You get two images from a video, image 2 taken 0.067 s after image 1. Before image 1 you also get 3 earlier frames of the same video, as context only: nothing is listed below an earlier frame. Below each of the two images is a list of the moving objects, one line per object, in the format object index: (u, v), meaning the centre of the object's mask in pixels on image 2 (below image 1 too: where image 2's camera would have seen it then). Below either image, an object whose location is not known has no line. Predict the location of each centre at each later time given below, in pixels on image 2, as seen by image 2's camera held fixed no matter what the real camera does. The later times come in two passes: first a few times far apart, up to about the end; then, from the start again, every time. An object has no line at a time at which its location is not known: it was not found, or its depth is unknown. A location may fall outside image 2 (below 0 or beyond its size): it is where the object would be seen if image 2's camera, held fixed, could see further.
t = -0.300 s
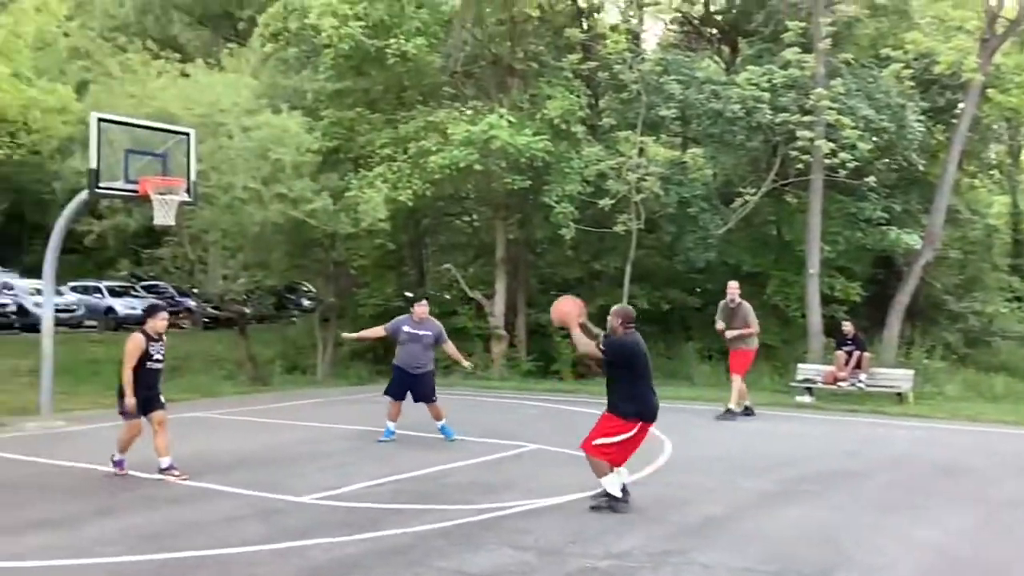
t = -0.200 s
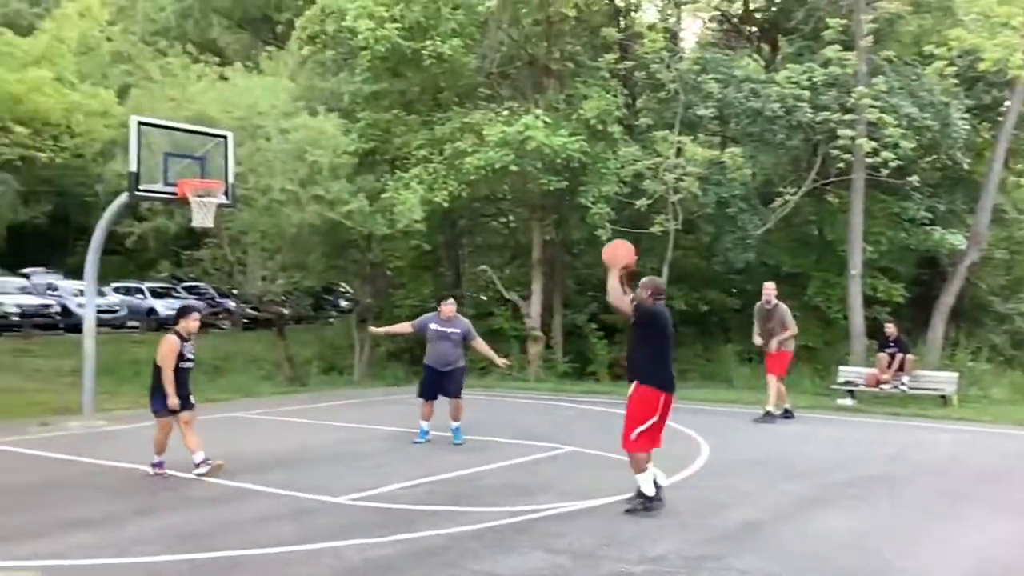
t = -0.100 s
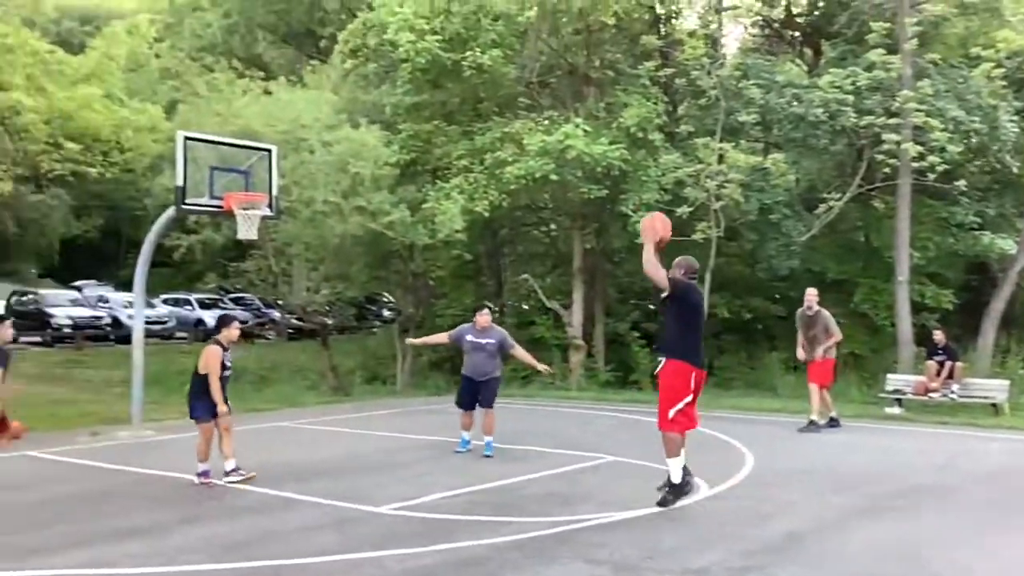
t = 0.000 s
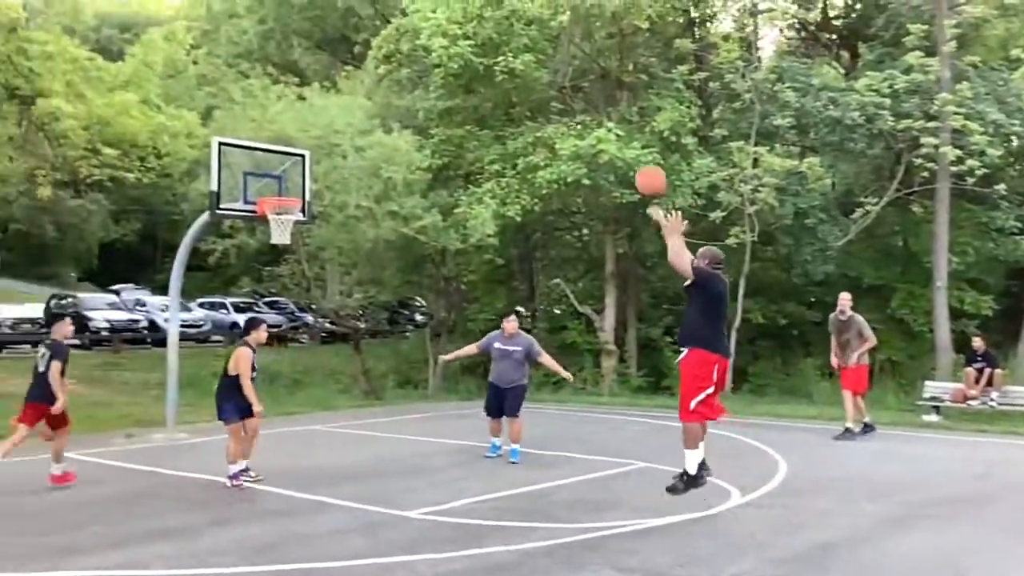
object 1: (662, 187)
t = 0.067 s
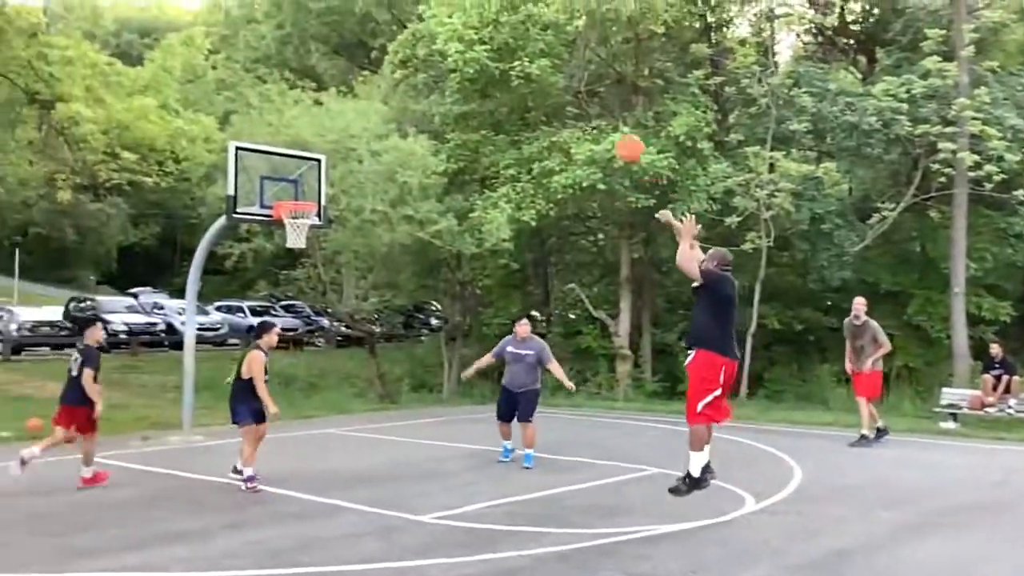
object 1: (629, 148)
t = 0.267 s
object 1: (535, 85)
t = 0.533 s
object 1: (436, 71)
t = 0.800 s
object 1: (359, 122)
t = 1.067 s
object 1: (298, 186)
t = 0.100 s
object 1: (612, 134)
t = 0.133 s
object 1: (597, 121)
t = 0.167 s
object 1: (580, 109)
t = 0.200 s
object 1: (564, 100)
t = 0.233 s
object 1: (550, 91)
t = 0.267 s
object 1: (535, 85)
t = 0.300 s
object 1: (521, 78)
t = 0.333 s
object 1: (508, 74)
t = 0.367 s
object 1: (496, 71)
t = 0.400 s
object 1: (483, 69)
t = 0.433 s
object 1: (470, 68)
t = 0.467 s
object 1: (458, 68)
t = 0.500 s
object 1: (447, 70)
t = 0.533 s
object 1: (436, 71)
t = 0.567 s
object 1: (426, 74)
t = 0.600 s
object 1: (415, 79)
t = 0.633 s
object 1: (404, 83)
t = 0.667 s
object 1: (395, 90)
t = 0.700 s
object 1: (384, 96)
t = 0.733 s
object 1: (375, 103)
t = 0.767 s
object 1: (367, 111)
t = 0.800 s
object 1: (359, 122)
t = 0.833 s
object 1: (348, 131)
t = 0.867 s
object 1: (342, 140)
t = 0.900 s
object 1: (335, 151)
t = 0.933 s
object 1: (327, 163)
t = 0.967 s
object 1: (318, 175)
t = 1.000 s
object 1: (310, 188)
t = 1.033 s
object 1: (304, 195)
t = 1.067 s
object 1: (298, 186)
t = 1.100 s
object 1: (292, 177)
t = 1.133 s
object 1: (285, 165)
